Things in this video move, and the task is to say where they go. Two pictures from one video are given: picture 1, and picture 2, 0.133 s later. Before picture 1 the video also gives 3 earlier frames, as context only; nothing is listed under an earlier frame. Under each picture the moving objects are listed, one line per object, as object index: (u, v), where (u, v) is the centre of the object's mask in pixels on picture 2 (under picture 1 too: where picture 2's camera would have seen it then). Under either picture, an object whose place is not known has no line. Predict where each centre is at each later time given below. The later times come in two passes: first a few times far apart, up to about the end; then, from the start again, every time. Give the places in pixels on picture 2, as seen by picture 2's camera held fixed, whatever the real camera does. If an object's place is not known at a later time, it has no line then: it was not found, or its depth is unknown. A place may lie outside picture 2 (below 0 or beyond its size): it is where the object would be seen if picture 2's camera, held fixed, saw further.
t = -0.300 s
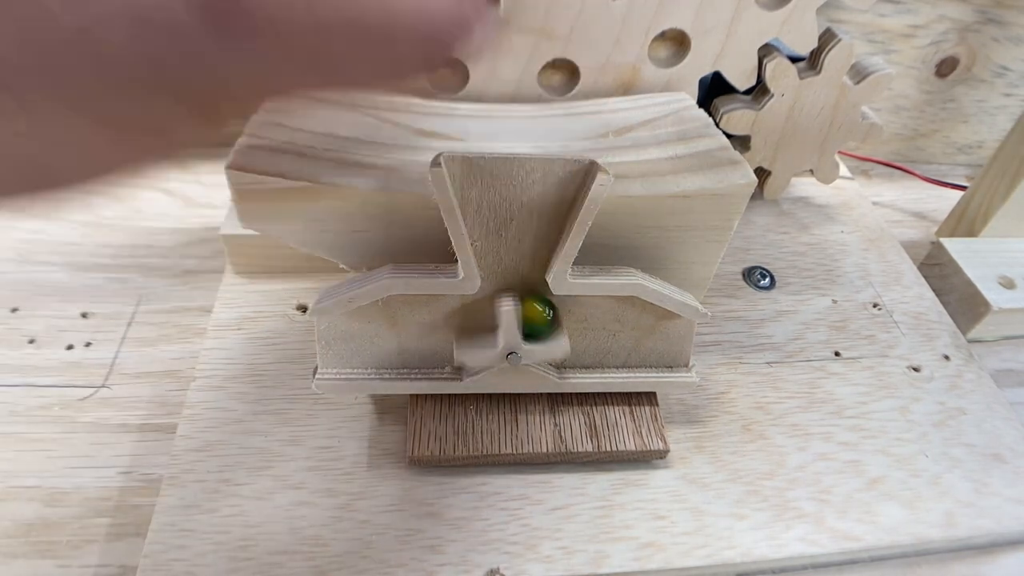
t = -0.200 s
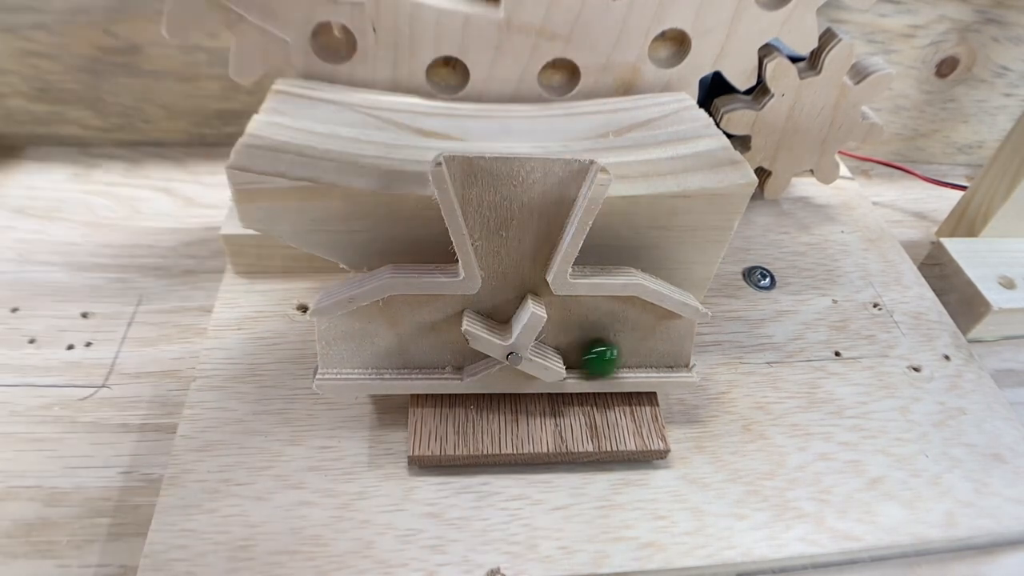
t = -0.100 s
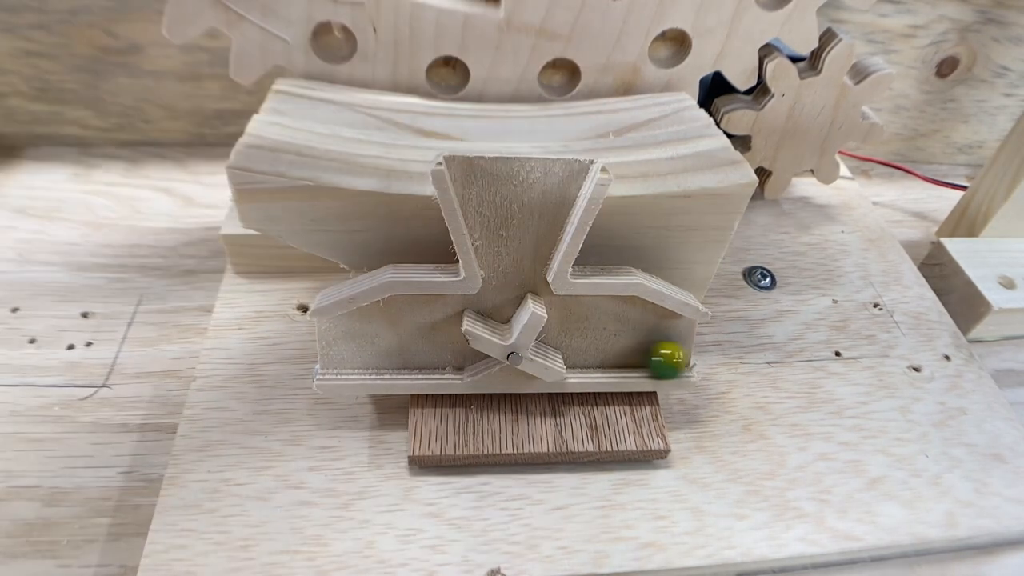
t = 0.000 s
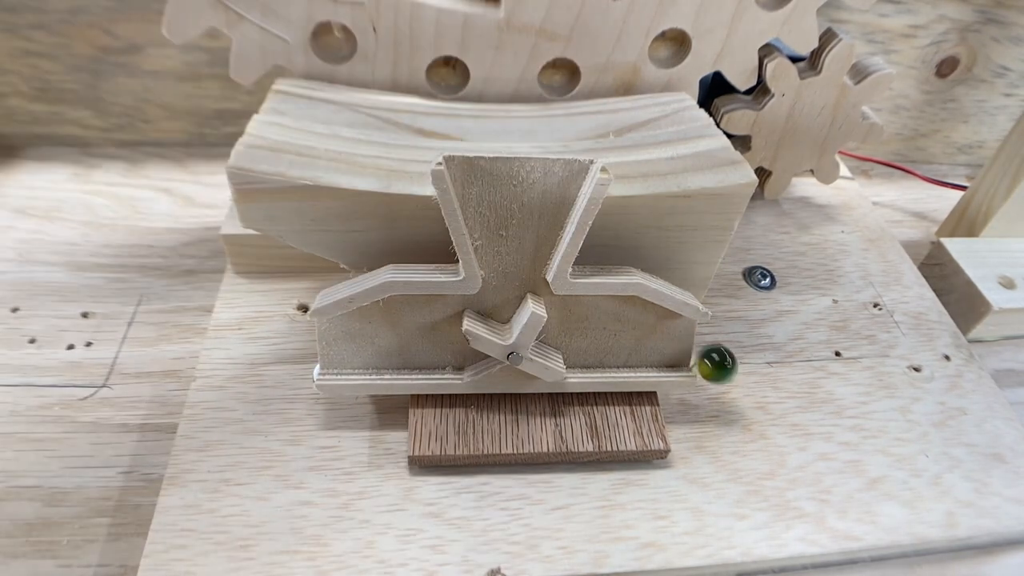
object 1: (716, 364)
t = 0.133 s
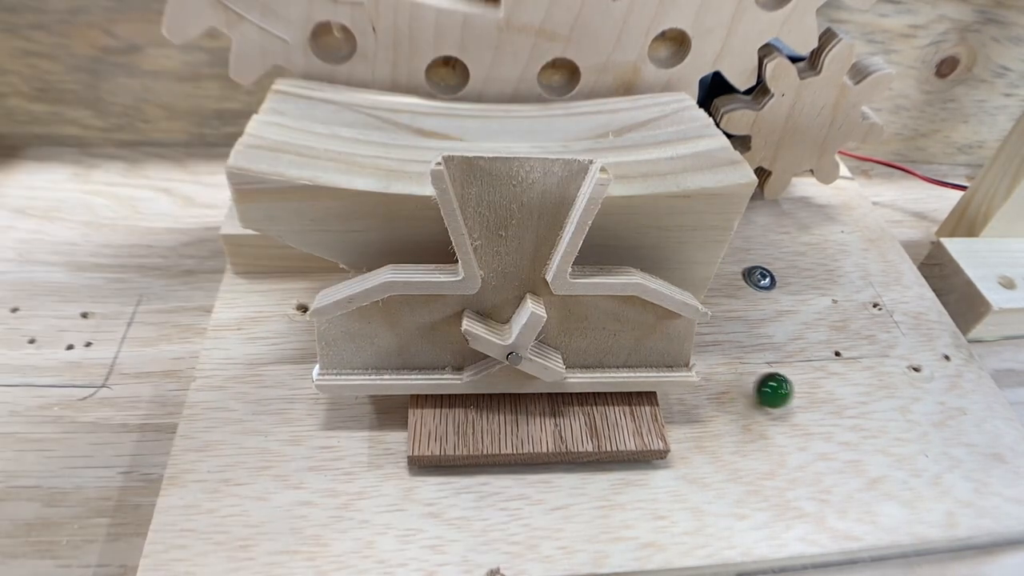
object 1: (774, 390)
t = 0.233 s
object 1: (823, 396)
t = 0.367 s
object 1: (885, 398)
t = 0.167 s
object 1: (790, 393)
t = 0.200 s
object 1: (807, 395)
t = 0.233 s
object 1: (823, 396)
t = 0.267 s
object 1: (840, 397)
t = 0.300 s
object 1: (855, 397)
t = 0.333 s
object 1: (871, 398)
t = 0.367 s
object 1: (885, 398)
